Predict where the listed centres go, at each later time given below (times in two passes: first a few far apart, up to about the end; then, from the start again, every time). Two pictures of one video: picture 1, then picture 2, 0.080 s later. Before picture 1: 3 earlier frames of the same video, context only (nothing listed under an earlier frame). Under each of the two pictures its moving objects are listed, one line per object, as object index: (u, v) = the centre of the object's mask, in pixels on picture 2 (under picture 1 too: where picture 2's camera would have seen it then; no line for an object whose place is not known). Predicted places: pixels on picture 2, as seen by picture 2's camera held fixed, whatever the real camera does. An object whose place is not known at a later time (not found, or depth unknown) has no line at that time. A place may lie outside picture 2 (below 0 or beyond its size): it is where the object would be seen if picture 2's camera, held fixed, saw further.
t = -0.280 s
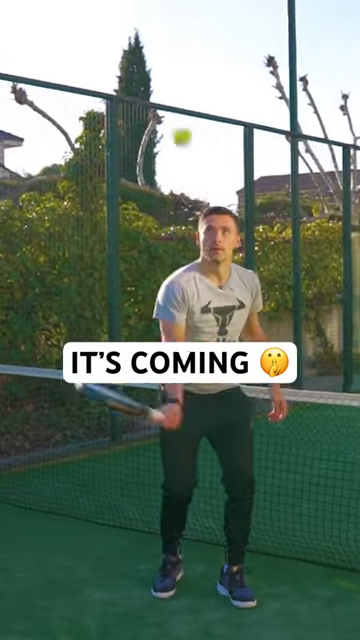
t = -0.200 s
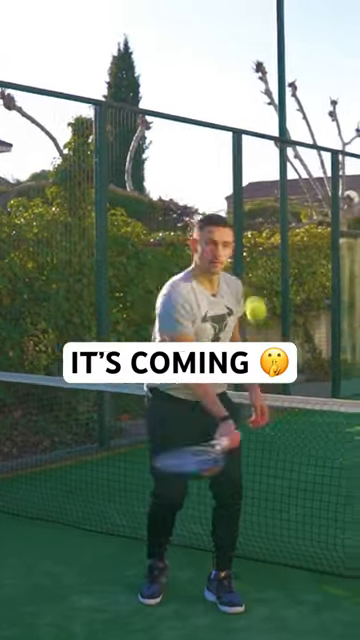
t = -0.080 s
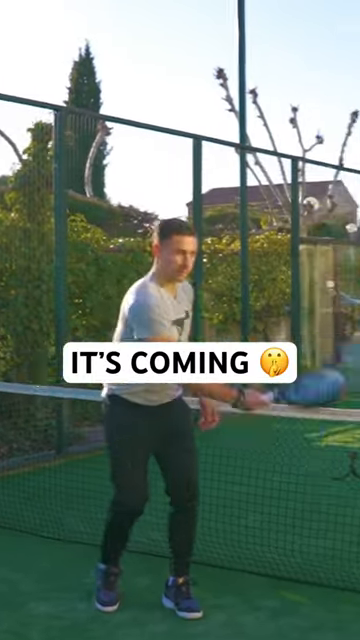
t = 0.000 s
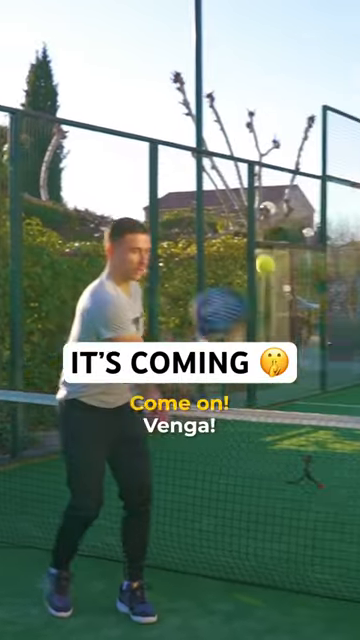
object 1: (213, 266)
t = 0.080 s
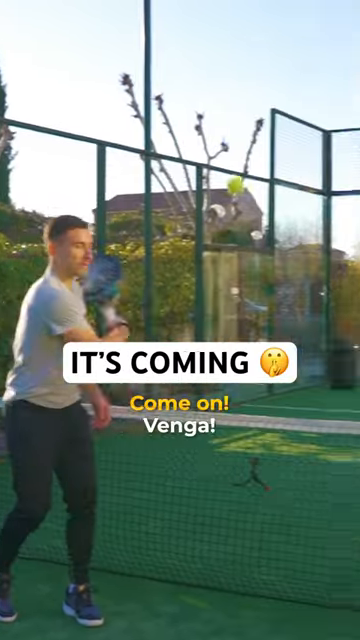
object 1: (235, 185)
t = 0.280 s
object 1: (292, 51)
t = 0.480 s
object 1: (353, 21)
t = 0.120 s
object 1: (246, 150)
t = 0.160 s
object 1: (257, 120)
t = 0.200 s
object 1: (269, 93)
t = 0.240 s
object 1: (280, 71)
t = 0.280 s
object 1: (292, 51)
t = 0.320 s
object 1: (304, 37)
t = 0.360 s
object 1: (315, 27)
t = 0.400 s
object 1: (328, 20)
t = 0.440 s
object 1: (340, 18)
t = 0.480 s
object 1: (353, 21)
